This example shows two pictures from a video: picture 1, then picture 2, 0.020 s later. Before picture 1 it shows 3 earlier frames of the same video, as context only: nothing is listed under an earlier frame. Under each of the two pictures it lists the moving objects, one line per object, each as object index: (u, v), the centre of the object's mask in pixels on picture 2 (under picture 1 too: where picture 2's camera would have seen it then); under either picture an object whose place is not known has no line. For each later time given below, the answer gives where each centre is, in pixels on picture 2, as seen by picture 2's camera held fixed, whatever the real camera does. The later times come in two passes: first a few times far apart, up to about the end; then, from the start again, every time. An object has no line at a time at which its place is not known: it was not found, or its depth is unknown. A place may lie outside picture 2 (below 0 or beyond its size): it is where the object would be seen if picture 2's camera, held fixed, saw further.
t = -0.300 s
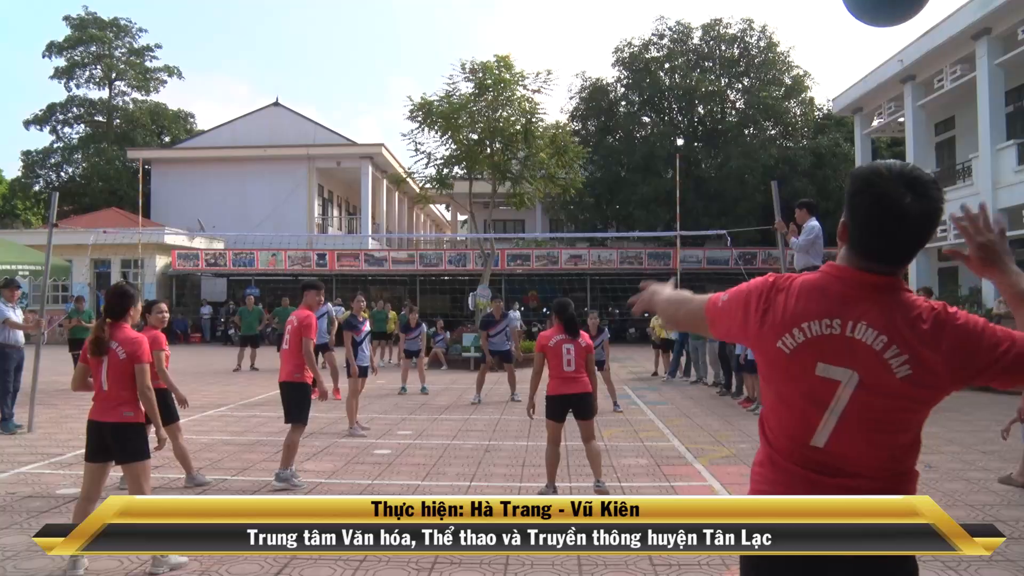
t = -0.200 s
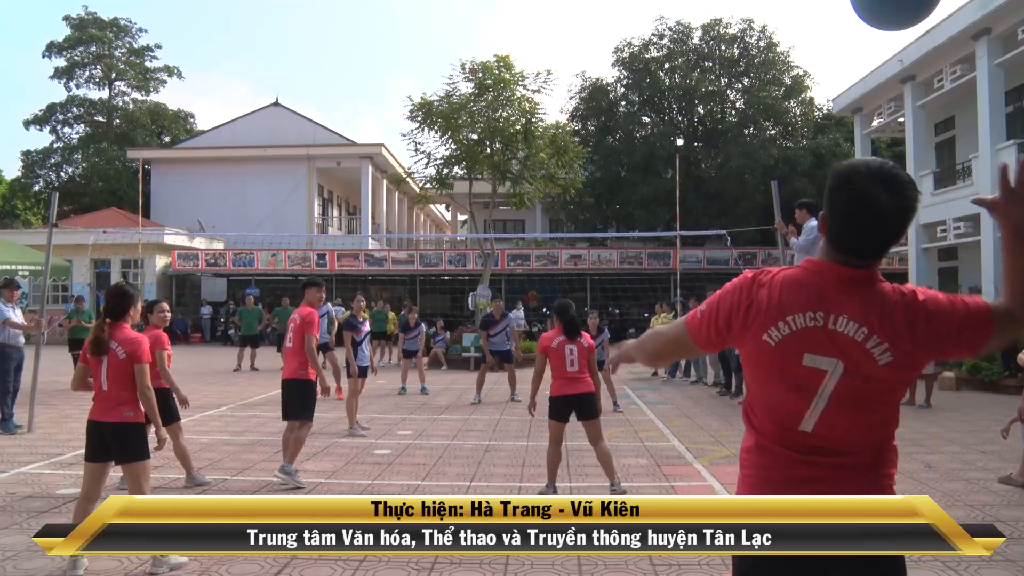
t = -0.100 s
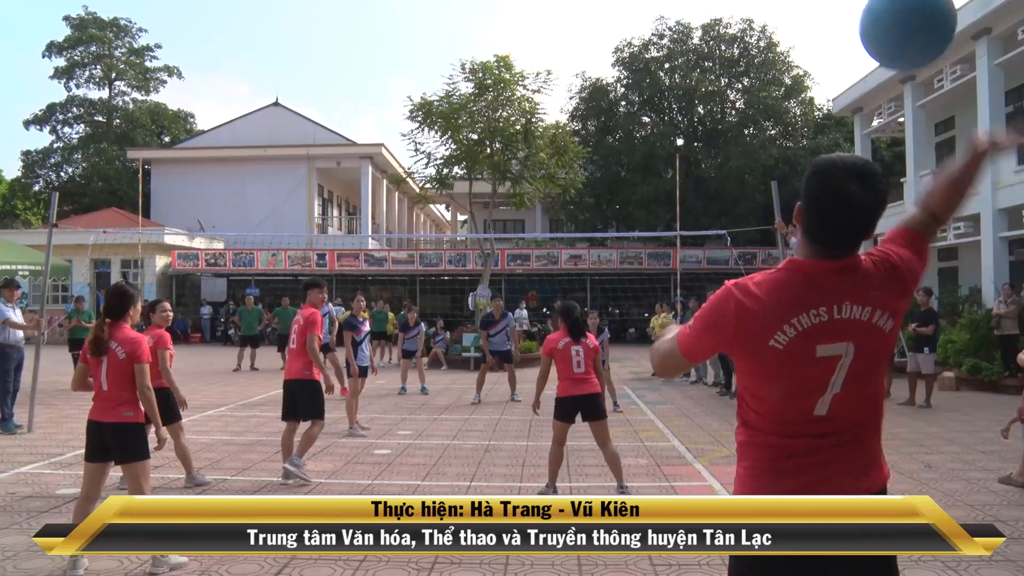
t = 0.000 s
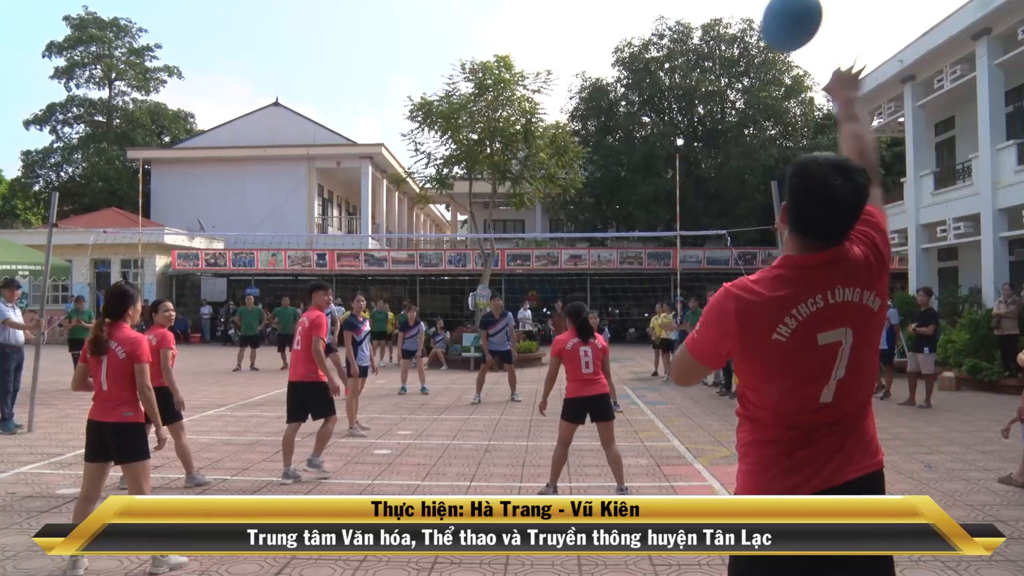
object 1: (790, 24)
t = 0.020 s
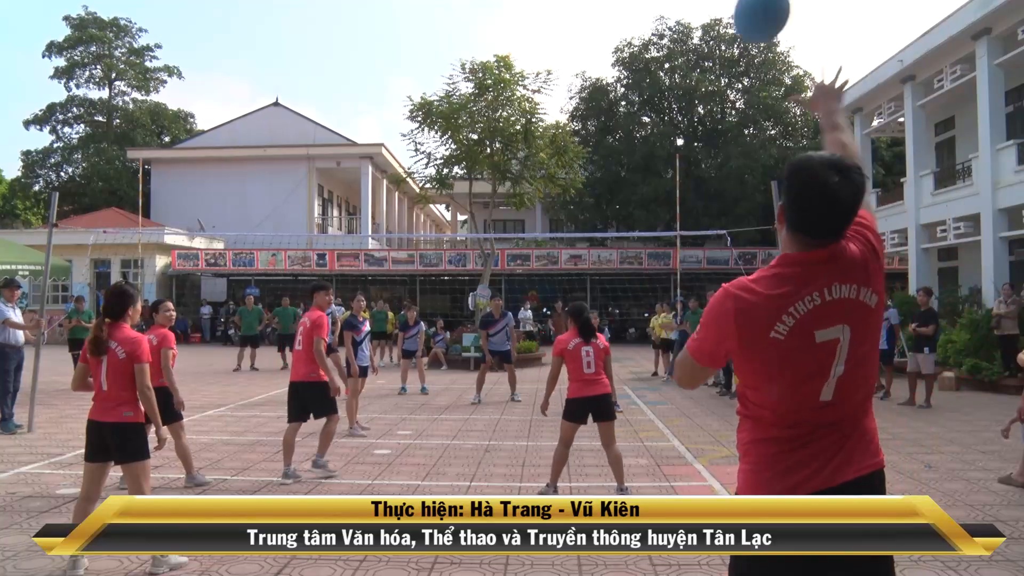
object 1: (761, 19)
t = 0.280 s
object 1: (582, 13)
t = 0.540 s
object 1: (528, 72)
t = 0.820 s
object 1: (502, 159)
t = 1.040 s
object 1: (489, 240)
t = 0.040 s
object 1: (735, 16)
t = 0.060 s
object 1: (713, 14)
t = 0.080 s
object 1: (693, 12)
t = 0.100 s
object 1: (676, 11)
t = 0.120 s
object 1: (661, 10)
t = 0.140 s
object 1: (647, 9)
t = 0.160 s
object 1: (635, 9)
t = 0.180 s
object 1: (624, 9)
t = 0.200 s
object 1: (614, 9)
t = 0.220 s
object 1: (605, 10)
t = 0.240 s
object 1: (597, 11)
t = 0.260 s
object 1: (589, 12)
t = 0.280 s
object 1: (582, 13)
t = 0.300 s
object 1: (576, 15)
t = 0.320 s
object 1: (570, 19)
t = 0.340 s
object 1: (565, 22)
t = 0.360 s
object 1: (560, 26)
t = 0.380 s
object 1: (556, 31)
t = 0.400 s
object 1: (551, 35)
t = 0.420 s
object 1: (547, 40)
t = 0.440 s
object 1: (544, 45)
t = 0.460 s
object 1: (540, 50)
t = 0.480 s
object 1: (537, 55)
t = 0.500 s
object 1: (534, 60)
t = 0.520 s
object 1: (531, 66)
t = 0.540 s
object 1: (528, 72)
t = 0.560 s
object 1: (526, 78)
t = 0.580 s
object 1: (523, 82)
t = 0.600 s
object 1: (521, 88)
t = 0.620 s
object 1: (519, 94)
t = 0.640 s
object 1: (517, 100)
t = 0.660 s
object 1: (516, 106)
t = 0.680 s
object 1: (513, 112)
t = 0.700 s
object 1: (512, 119)
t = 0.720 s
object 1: (510, 126)
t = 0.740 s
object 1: (507, 132)
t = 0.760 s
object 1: (506, 138)
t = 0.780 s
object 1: (504, 145)
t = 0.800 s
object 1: (503, 152)
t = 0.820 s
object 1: (502, 159)
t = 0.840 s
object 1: (500, 167)
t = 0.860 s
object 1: (499, 174)
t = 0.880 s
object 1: (497, 181)
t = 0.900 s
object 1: (496, 188)
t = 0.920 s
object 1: (495, 196)
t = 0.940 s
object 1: (494, 203)
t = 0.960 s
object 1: (493, 210)
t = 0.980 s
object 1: (492, 217)
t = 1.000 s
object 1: (491, 224)
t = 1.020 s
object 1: (490, 229)
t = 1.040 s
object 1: (489, 240)
